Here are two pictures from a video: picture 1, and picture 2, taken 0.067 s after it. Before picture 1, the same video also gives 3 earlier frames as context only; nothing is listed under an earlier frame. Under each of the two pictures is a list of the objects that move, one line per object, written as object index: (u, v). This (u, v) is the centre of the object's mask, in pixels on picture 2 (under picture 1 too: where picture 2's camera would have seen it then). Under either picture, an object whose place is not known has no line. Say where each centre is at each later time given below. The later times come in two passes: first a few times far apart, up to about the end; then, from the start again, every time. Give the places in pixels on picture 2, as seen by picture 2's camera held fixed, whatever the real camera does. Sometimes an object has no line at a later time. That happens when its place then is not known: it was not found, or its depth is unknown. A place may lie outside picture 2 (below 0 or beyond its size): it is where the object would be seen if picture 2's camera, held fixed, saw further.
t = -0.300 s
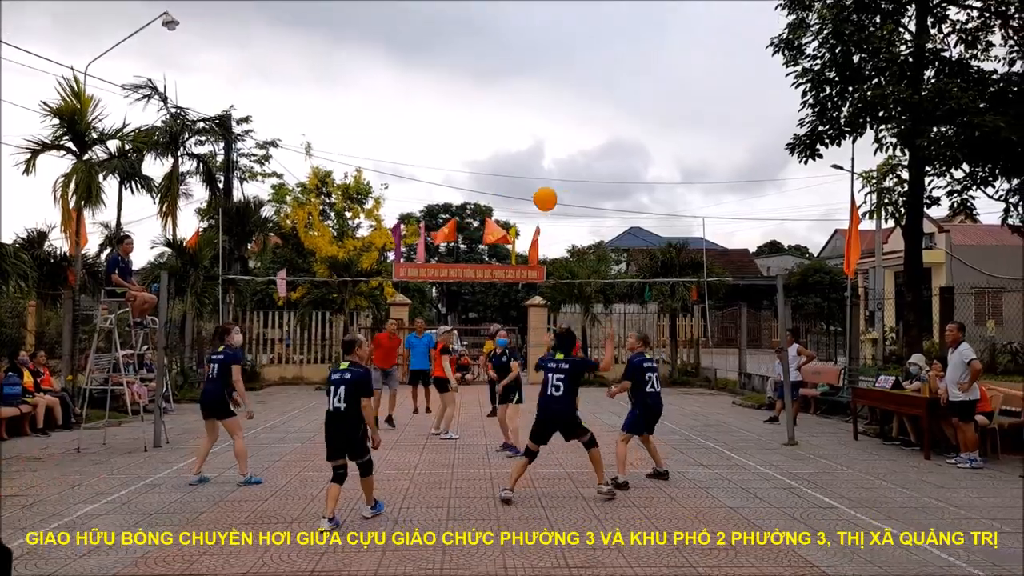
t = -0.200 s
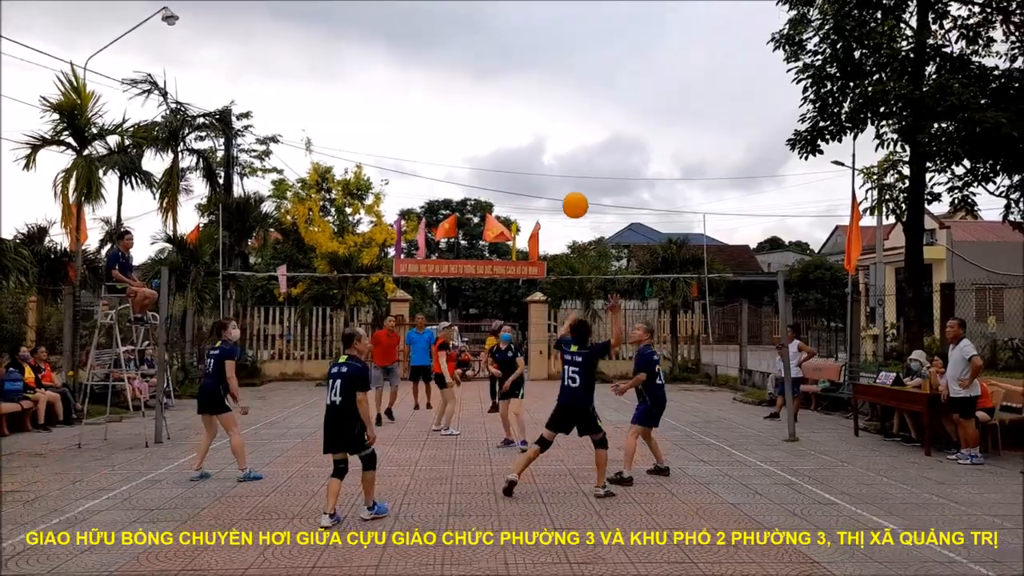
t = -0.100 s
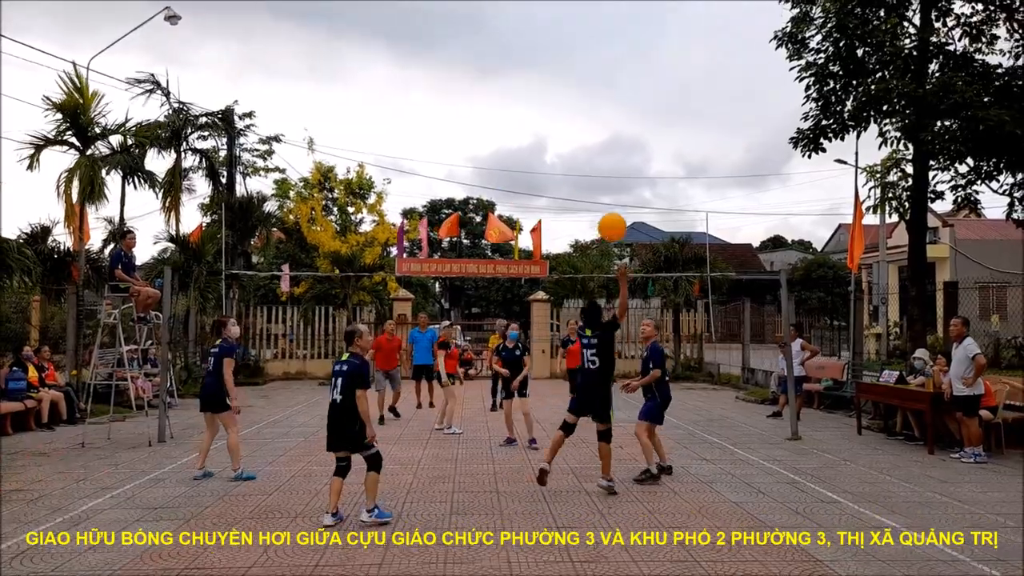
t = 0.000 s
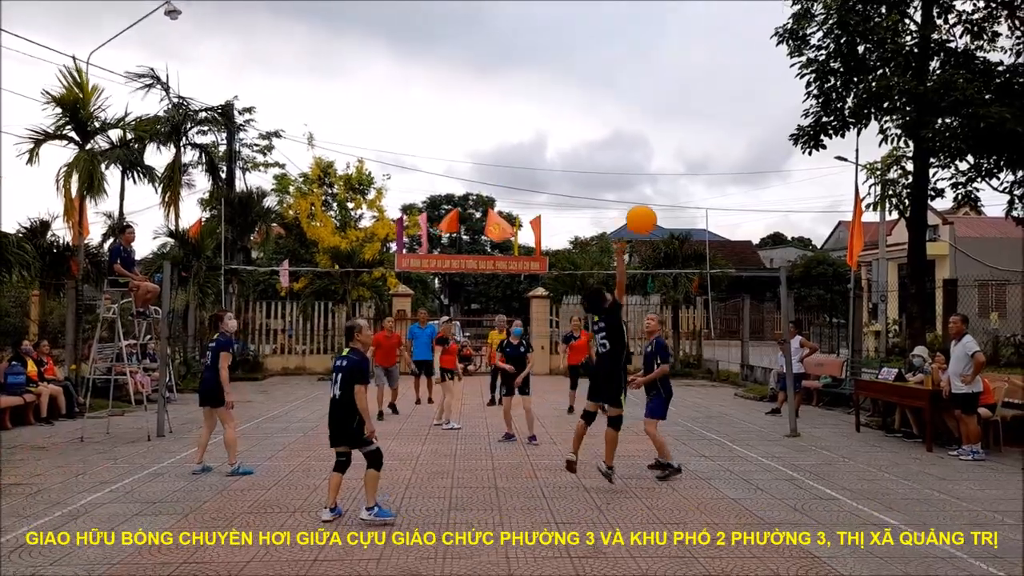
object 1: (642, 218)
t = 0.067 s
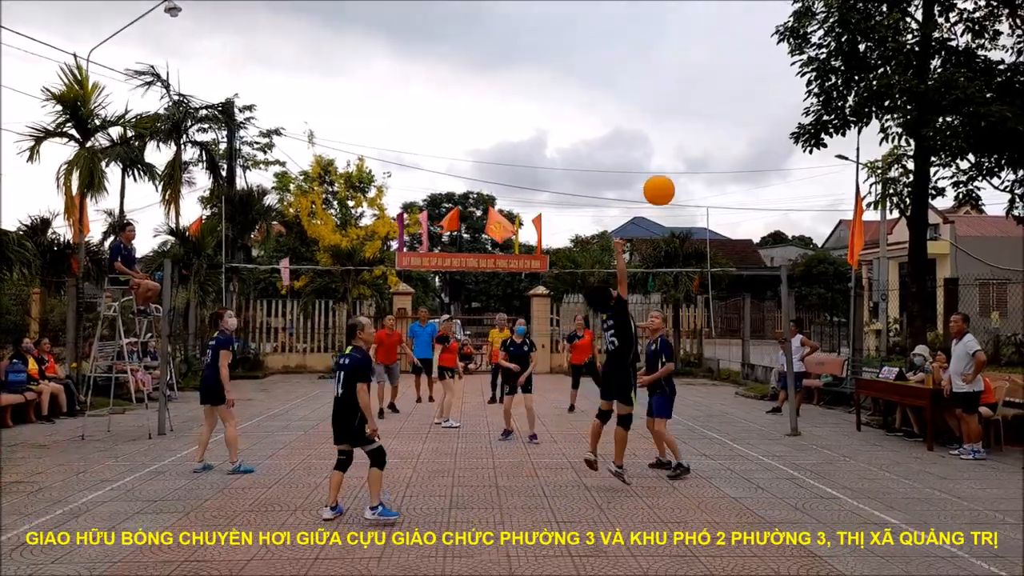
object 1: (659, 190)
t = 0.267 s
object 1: (713, 133)
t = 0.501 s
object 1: (784, 122)
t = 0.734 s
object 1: (869, 197)
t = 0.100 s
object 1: (667, 178)
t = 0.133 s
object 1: (675, 168)
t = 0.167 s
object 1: (684, 158)
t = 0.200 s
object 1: (693, 148)
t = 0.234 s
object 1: (703, 139)
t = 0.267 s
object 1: (713, 133)
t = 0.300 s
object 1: (722, 128)
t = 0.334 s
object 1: (730, 124)
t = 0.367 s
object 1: (740, 120)
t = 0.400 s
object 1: (751, 118)
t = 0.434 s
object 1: (762, 119)
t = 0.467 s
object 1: (773, 120)
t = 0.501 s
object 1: (784, 122)
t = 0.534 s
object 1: (795, 127)
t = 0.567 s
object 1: (807, 134)
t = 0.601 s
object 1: (819, 144)
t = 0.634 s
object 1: (830, 155)
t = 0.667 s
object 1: (842, 167)
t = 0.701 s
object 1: (855, 181)
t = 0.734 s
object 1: (869, 197)
